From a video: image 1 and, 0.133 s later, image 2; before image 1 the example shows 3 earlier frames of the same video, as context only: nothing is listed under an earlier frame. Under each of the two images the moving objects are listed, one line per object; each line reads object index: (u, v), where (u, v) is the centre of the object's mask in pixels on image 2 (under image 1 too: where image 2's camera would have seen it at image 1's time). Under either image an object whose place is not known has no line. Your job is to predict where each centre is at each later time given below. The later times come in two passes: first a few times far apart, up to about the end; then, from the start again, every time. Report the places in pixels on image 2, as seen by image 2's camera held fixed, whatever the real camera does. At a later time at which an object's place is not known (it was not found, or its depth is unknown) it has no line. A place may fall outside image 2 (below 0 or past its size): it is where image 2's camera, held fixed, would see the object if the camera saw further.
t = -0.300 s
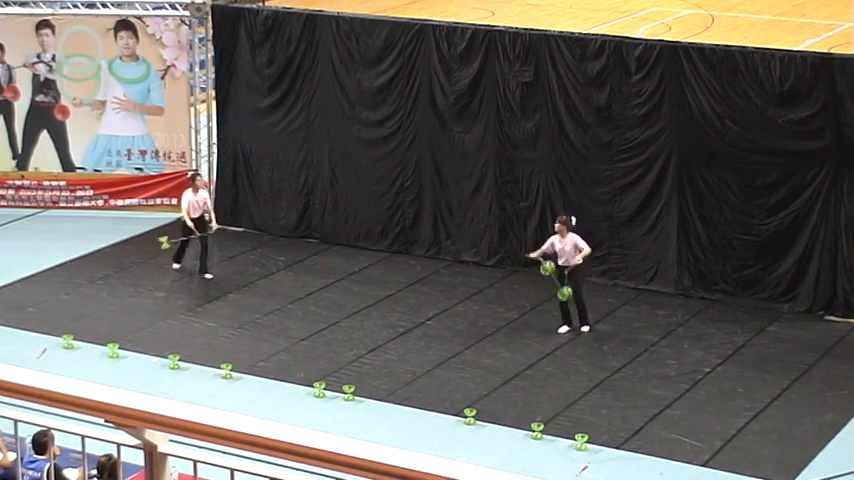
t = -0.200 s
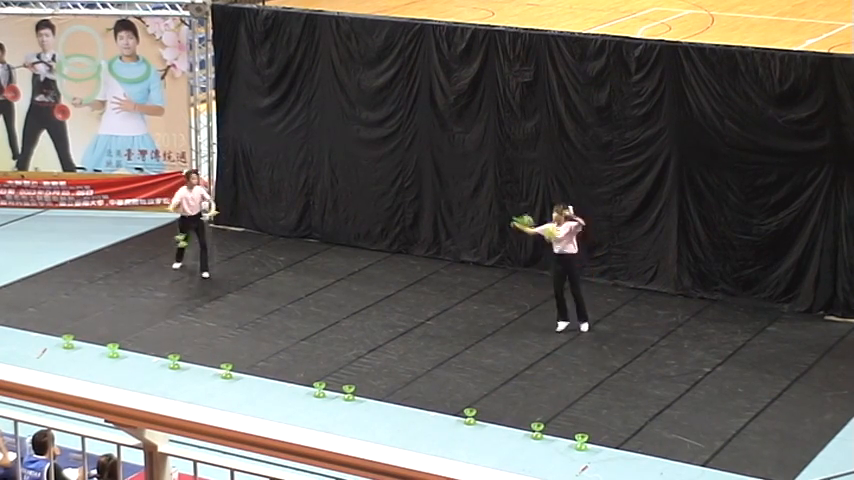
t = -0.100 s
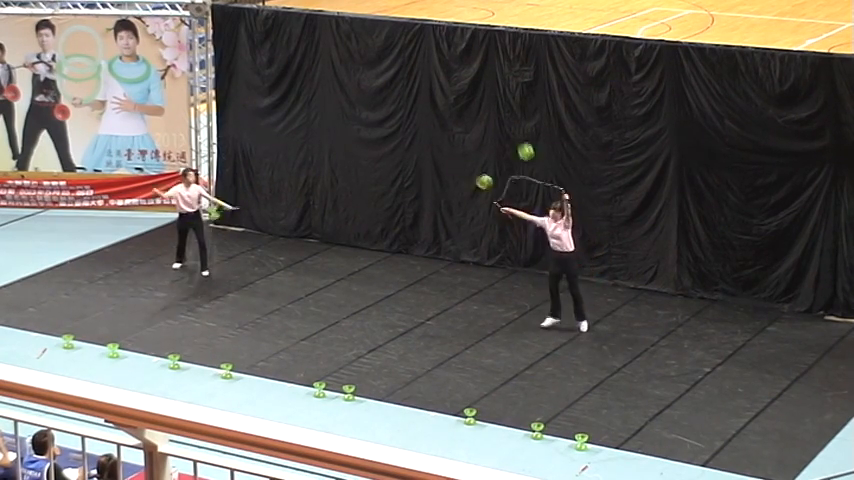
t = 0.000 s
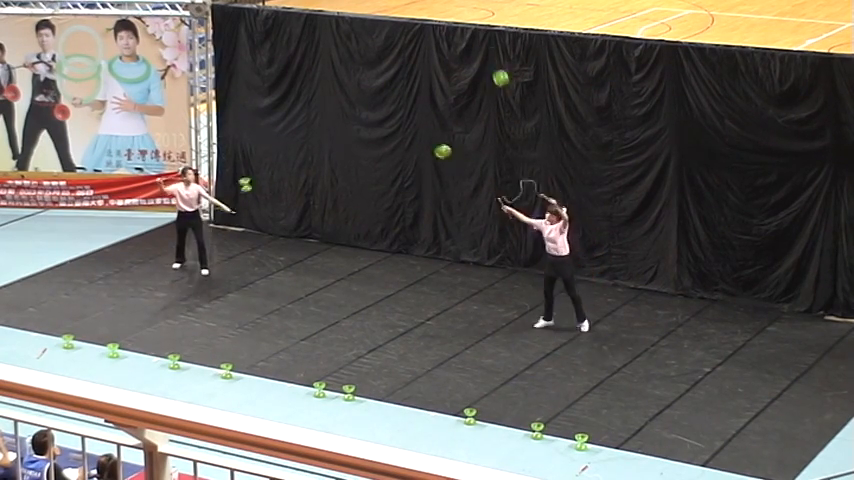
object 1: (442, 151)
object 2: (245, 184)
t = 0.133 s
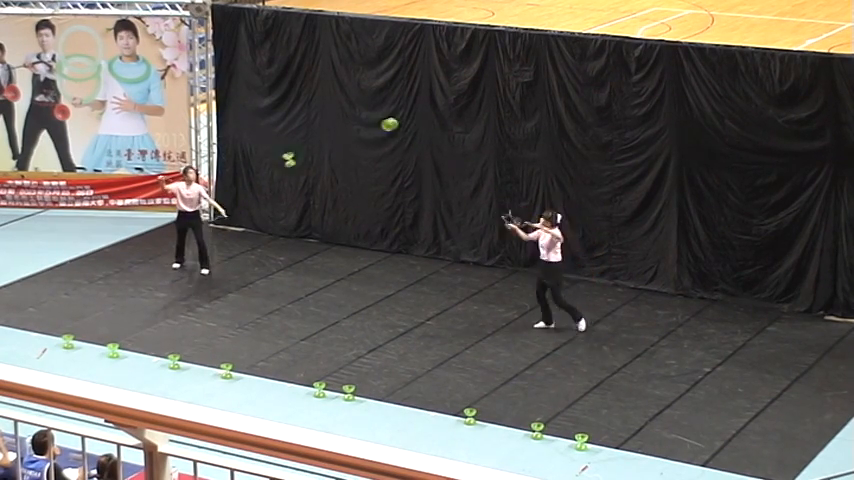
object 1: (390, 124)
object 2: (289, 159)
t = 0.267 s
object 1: (338, 112)
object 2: (334, 148)
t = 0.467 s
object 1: (264, 119)
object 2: (402, 156)
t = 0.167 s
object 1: (376, 120)
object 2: (300, 155)
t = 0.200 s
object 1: (363, 116)
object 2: (311, 152)
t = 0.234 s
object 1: (351, 114)
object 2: (322, 150)
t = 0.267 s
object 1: (338, 112)
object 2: (334, 148)
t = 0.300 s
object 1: (325, 111)
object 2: (345, 147)
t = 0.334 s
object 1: (313, 111)
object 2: (356, 147)
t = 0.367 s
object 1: (301, 112)
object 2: (368, 148)
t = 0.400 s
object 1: (288, 113)
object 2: (380, 150)
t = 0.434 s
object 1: (276, 116)
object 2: (391, 153)
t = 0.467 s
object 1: (264, 119)
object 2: (402, 156)
